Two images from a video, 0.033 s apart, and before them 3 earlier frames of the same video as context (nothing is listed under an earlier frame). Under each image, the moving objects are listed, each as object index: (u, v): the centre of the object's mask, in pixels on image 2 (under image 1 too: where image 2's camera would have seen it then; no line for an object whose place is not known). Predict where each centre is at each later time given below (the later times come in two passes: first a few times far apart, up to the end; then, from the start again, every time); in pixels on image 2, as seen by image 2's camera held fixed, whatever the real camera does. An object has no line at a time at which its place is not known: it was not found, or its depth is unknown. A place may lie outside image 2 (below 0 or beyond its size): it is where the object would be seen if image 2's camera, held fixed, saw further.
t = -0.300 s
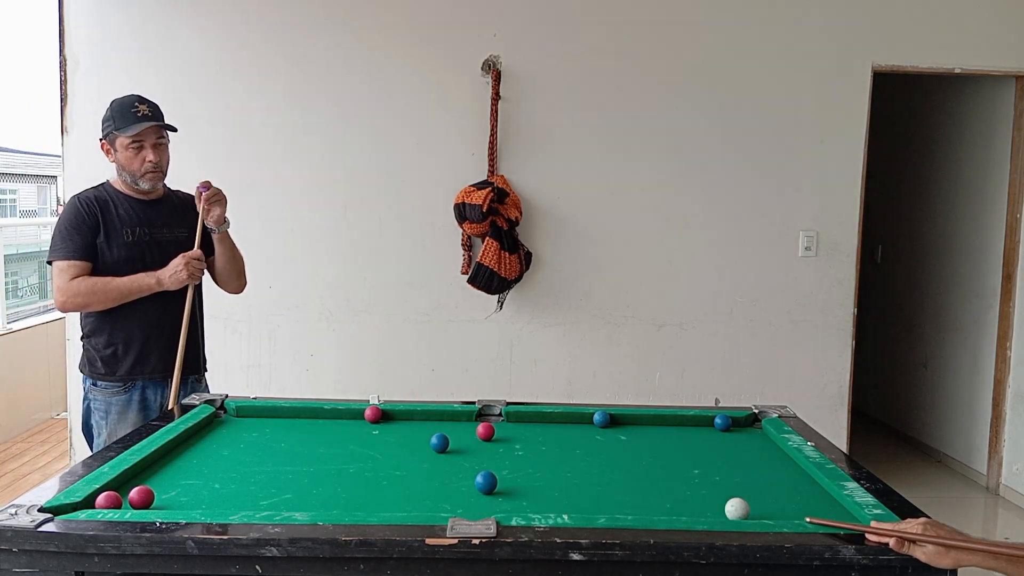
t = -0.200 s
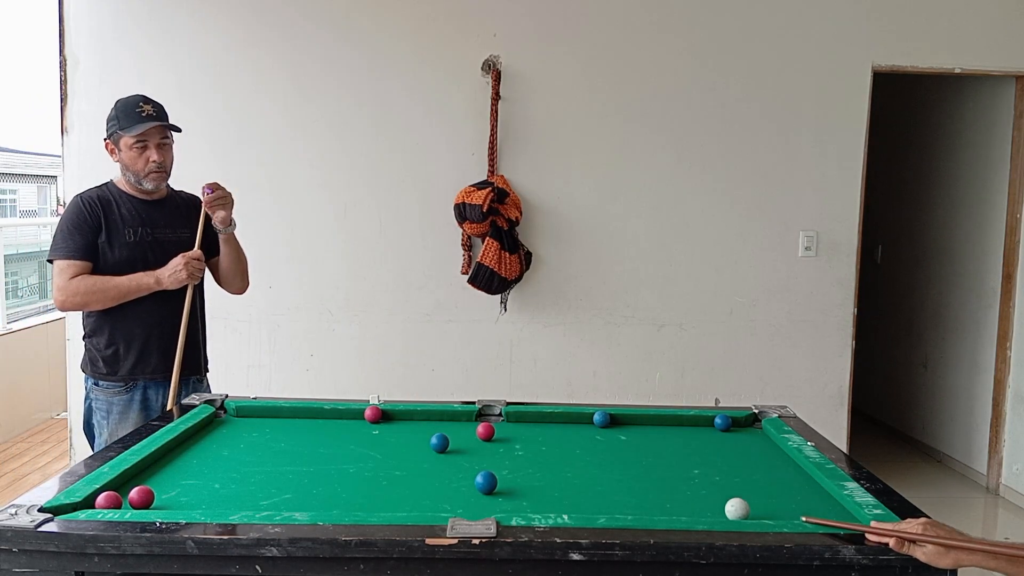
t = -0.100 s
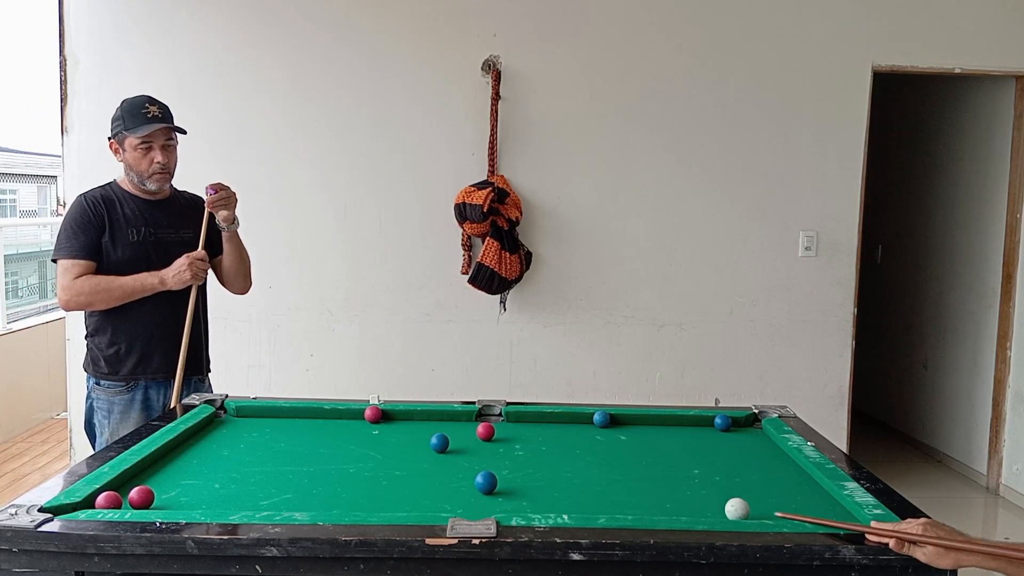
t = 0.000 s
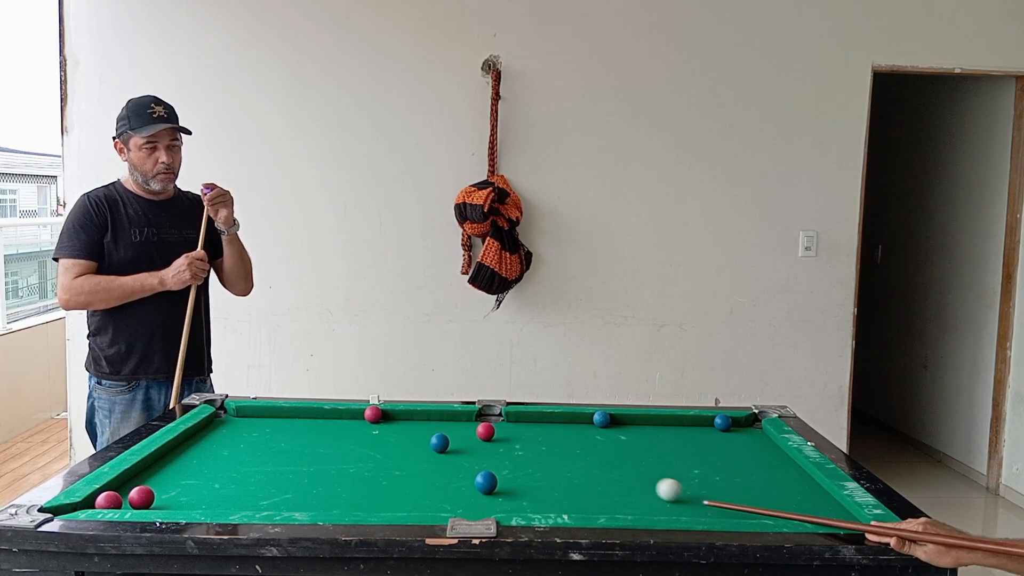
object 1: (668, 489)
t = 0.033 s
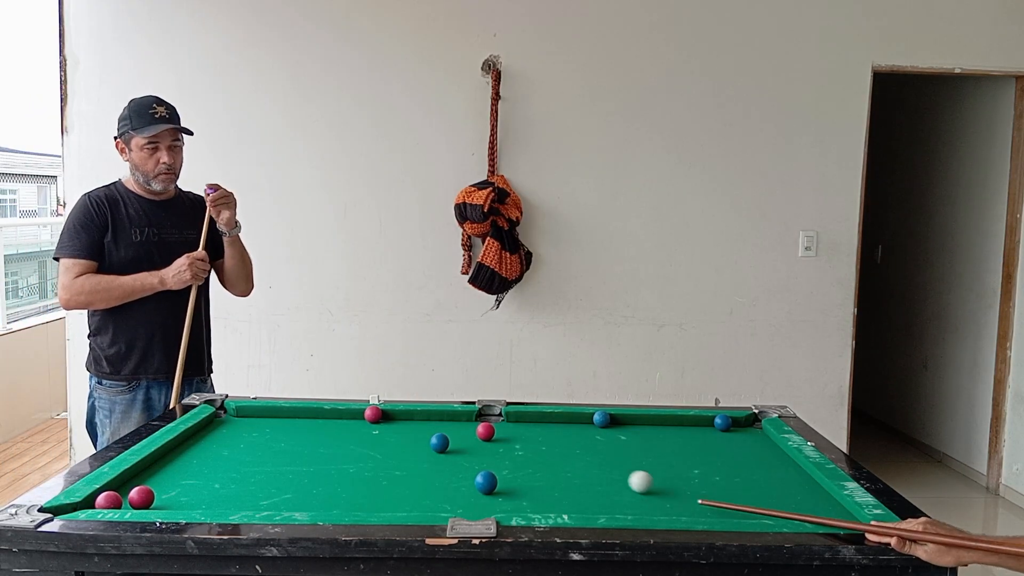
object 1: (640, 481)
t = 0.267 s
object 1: (485, 437)
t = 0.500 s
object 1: (351, 422)
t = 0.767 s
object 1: (222, 415)
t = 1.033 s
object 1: (289, 429)
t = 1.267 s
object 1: (351, 442)
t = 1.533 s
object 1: (428, 458)
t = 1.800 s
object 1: (511, 476)
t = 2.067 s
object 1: (599, 496)
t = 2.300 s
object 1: (681, 511)
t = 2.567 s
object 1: (735, 511)
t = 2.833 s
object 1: (762, 501)
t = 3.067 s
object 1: (781, 492)
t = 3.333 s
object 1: (800, 483)
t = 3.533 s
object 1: (807, 478)
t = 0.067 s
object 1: (614, 474)
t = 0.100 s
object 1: (590, 467)
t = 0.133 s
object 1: (567, 460)
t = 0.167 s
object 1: (545, 454)
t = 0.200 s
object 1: (524, 448)
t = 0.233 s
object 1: (504, 443)
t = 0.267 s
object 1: (485, 437)
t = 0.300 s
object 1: (464, 435)
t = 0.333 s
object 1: (445, 430)
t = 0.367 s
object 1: (425, 431)
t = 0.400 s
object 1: (406, 429)
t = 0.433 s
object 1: (387, 426)
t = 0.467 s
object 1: (369, 424)
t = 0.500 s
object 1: (351, 422)
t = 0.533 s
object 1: (334, 420)
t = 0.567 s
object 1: (317, 418)
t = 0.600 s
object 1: (299, 416)
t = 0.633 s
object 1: (282, 414)
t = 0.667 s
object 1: (267, 412)
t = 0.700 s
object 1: (252, 413)
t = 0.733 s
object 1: (237, 414)
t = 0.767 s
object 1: (222, 415)
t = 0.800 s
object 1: (230, 416)
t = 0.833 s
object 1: (238, 418)
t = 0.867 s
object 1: (247, 420)
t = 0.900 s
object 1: (255, 422)
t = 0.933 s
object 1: (263, 423)
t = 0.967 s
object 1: (272, 425)
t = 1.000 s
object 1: (280, 427)
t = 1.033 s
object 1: (289, 429)
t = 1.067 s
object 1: (298, 431)
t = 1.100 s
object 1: (306, 433)
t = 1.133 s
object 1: (315, 434)
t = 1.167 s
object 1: (324, 436)
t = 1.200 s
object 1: (333, 438)
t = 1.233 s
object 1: (342, 440)
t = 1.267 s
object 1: (351, 442)
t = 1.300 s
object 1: (361, 444)
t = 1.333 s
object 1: (370, 446)
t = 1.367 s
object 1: (380, 448)
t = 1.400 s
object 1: (389, 450)
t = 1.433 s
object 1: (399, 452)
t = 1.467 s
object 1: (409, 454)
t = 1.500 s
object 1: (418, 456)
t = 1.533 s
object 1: (428, 458)
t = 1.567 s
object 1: (438, 461)
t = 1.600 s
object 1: (448, 463)
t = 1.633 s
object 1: (458, 465)
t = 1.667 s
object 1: (468, 467)
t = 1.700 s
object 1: (478, 467)
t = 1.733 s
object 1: (491, 468)
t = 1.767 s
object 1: (501, 473)
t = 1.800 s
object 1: (511, 476)
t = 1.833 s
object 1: (522, 478)
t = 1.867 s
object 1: (532, 481)
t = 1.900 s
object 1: (543, 484)
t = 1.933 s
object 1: (554, 486)
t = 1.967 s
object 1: (565, 488)
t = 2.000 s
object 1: (576, 491)
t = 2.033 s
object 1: (588, 493)
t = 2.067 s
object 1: (599, 496)
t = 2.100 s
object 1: (610, 498)
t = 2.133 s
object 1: (622, 501)
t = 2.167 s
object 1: (633, 503)
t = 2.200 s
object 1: (645, 505)
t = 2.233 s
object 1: (657, 507)
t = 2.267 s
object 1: (668, 509)
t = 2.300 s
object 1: (681, 511)
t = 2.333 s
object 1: (693, 512)
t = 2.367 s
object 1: (705, 514)
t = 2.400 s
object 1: (715, 515)
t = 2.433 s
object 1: (719, 514)
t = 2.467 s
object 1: (723, 513)
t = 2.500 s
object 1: (727, 512)
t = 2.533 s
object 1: (731, 512)
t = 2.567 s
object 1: (735, 511)
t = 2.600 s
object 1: (738, 510)
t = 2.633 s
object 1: (742, 509)
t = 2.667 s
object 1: (746, 508)
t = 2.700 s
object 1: (749, 507)
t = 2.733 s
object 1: (752, 506)
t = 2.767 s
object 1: (756, 504)
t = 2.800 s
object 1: (759, 503)
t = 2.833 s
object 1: (762, 501)
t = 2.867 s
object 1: (765, 500)
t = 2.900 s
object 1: (768, 498)
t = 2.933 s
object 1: (771, 497)
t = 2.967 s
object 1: (773, 496)
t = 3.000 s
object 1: (776, 494)
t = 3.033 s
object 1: (779, 493)
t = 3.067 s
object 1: (781, 492)
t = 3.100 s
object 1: (784, 491)
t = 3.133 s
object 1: (786, 490)
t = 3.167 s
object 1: (789, 488)
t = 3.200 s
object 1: (791, 487)
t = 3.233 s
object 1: (794, 486)
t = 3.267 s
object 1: (796, 485)
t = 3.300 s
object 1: (798, 484)
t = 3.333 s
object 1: (800, 483)
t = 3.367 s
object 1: (802, 482)
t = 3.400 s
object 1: (804, 481)
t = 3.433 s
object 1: (806, 480)
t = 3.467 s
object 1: (808, 479)
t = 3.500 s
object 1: (810, 478)
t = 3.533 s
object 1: (807, 478)
